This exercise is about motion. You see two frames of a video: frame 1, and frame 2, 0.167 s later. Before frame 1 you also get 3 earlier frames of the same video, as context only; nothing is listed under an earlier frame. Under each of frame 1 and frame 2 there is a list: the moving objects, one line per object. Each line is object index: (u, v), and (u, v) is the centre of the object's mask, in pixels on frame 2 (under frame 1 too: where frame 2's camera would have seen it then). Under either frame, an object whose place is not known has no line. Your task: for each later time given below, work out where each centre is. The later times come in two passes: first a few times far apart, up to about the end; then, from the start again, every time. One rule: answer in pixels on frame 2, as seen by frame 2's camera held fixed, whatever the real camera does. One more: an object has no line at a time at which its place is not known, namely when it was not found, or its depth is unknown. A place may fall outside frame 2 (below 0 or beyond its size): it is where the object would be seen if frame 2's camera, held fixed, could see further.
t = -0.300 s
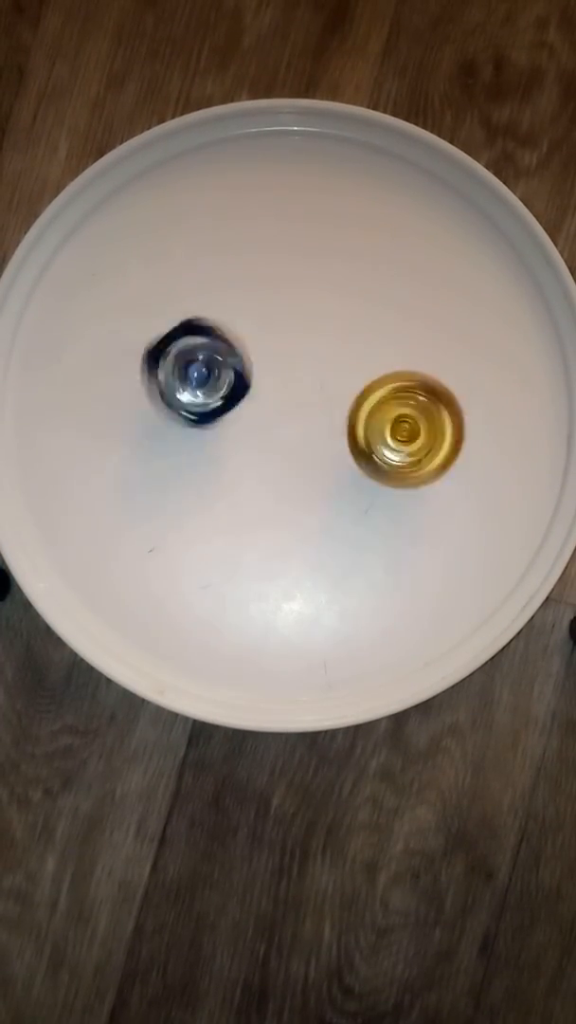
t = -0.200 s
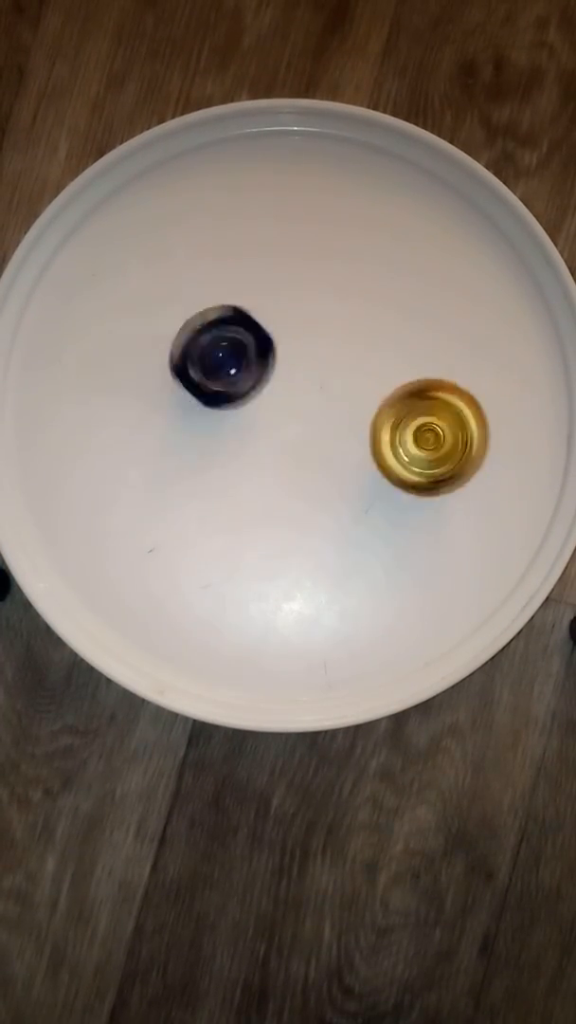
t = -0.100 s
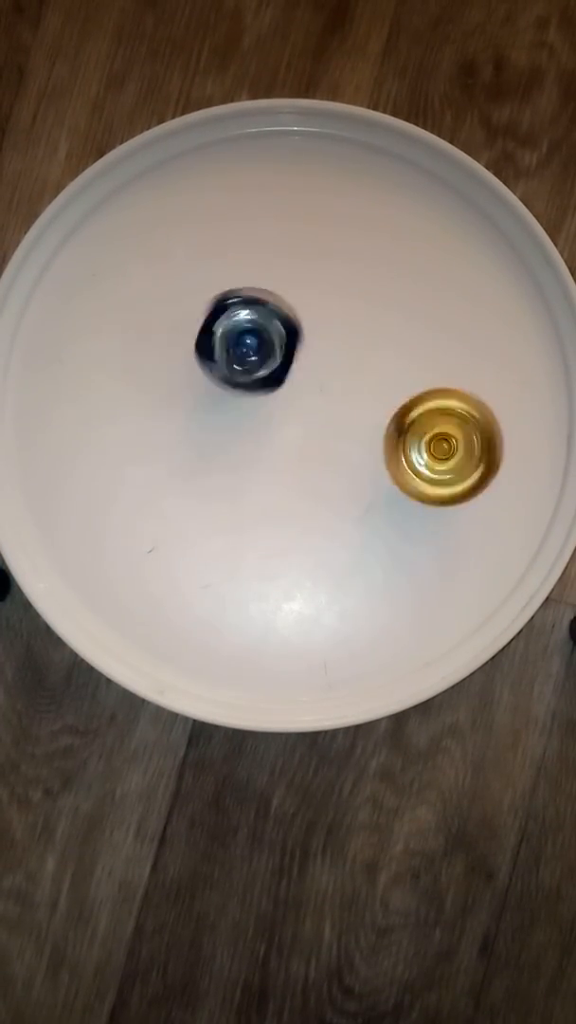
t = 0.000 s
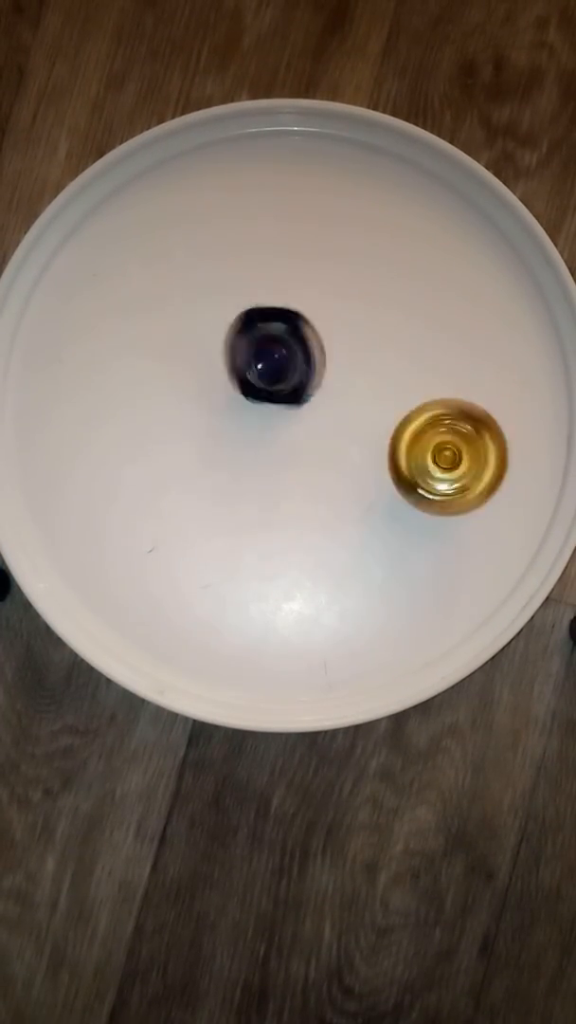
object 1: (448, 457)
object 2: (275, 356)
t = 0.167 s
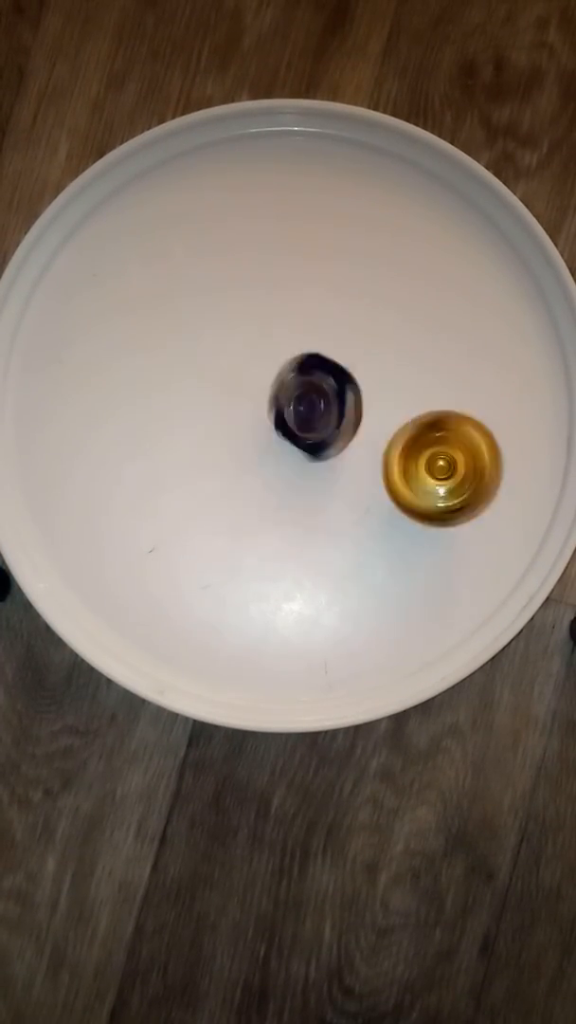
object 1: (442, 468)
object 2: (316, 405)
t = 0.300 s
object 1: (431, 477)
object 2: (316, 449)
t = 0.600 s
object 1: (372, 474)
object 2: (258, 441)
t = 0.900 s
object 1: (335, 451)
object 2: (259, 379)
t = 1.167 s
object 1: (327, 452)
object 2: (330, 339)
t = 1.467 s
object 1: (323, 445)
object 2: (330, 339)
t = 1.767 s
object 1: (330, 438)
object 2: (288, 359)
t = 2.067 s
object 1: (337, 441)
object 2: (299, 353)
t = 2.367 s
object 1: (334, 445)
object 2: (306, 349)
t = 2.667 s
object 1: (329, 439)
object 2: (304, 348)
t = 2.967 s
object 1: (334, 432)
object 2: (303, 347)
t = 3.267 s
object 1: (341, 434)
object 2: (304, 348)
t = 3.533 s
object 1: (336, 437)
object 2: (304, 349)
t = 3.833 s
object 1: (329, 433)
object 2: (304, 347)
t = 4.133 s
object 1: (332, 425)
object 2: (303, 345)
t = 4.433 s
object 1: (338, 427)
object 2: (303, 347)
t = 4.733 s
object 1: (332, 431)
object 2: (303, 347)
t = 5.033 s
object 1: (324, 427)
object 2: (303, 344)
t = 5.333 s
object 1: (325, 426)
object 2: (302, 344)
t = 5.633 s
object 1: (324, 431)
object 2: (303, 346)
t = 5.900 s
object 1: (317, 431)
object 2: (304, 345)
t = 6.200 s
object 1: (316, 426)
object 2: (303, 343)
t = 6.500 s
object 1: (314, 436)
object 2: (302, 346)
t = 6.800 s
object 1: (308, 440)
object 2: (303, 347)
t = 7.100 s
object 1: (305, 437)
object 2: (302, 345)
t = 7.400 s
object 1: (311, 436)
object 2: (302, 346)
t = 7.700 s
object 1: (313, 442)
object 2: (302, 347)
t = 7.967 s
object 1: (309, 442)
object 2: (303, 347)
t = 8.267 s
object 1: (312, 438)
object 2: (303, 346)
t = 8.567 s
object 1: (317, 440)
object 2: (302, 347)
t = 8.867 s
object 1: (314, 444)
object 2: (303, 348)
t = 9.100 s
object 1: (313, 440)
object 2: (302, 347)
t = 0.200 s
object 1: (439, 469)
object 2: (323, 414)
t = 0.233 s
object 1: (436, 471)
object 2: (328, 429)
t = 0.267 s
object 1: (433, 473)
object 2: (323, 442)
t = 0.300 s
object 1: (431, 477)
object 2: (316, 449)
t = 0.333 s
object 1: (427, 478)
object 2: (308, 453)
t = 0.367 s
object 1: (422, 479)
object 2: (303, 459)
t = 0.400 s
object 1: (417, 480)
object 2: (295, 466)
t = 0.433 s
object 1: (412, 481)
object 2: (285, 467)
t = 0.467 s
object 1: (405, 480)
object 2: (277, 461)
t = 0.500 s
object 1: (398, 480)
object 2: (271, 453)
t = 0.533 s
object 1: (389, 479)
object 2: (272, 445)
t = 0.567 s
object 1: (381, 477)
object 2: (270, 444)
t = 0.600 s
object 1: (372, 474)
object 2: (258, 441)
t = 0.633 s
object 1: (363, 472)
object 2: (251, 432)
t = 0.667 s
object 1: (354, 468)
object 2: (248, 423)
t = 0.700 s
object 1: (350, 466)
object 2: (244, 410)
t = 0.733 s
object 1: (346, 463)
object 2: (249, 398)
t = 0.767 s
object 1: (342, 460)
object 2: (253, 394)
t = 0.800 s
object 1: (339, 458)
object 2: (254, 389)
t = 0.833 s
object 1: (338, 453)
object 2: (254, 386)
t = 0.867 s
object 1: (337, 452)
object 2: (256, 383)
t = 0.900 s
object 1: (335, 451)
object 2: (259, 379)
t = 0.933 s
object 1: (334, 450)
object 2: (264, 374)
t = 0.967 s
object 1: (333, 451)
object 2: (272, 366)
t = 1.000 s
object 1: (331, 454)
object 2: (286, 357)
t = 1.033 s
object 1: (330, 453)
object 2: (301, 353)
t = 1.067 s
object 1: (330, 452)
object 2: (314, 348)
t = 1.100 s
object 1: (329, 454)
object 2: (322, 345)
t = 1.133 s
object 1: (328, 453)
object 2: (327, 342)
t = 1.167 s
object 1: (327, 452)
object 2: (330, 339)
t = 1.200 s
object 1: (327, 453)
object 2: (332, 337)
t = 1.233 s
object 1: (325, 452)
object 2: (332, 335)
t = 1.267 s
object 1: (325, 451)
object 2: (333, 334)
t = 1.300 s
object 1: (324, 451)
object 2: (333, 334)
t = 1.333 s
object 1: (324, 450)
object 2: (333, 334)
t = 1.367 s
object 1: (323, 448)
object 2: (333, 335)
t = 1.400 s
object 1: (323, 448)
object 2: (332, 336)
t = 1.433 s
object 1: (323, 446)
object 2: (331, 337)
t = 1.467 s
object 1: (323, 445)
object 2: (330, 339)
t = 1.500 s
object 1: (323, 445)
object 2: (328, 342)
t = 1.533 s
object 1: (324, 443)
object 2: (326, 343)
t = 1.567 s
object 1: (324, 442)
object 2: (322, 345)
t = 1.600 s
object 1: (324, 442)
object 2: (316, 347)
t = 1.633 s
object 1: (326, 441)
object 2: (307, 350)
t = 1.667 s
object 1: (327, 439)
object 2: (298, 354)
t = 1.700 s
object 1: (327, 440)
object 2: (292, 358)
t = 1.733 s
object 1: (329, 439)
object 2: (289, 359)
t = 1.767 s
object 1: (330, 438)
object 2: (288, 359)
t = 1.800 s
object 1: (331, 438)
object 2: (290, 359)
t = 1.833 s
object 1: (332, 439)
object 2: (293, 357)
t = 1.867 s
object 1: (333, 438)
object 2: (299, 354)
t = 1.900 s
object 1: (334, 439)
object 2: (306, 349)
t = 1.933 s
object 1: (335, 439)
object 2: (310, 347)
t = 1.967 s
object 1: (335, 439)
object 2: (310, 347)
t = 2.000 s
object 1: (336, 440)
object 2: (306, 349)
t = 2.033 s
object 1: (337, 441)
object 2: (301, 352)
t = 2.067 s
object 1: (337, 441)
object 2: (299, 353)
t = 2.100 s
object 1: (337, 442)
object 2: (299, 354)
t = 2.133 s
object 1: (338, 443)
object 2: (301, 353)
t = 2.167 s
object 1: (337, 443)
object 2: (305, 350)
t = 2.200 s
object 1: (337, 445)
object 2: (307, 349)
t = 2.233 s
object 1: (337, 445)
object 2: (306, 349)
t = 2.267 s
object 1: (336, 445)
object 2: (303, 351)
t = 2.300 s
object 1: (335, 446)
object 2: (302, 351)
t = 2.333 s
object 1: (335, 446)
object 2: (304, 350)
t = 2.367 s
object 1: (334, 445)
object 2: (306, 349)
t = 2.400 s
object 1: (333, 446)
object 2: (304, 350)
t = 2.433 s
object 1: (333, 445)
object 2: (304, 350)
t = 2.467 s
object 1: (332, 444)
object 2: (305, 350)
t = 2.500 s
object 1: (331, 444)
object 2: (305, 350)
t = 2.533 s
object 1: (331, 444)
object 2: (305, 349)
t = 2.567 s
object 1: (330, 442)
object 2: (304, 349)
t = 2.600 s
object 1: (330, 442)
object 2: (304, 349)
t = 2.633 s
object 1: (330, 441)
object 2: (305, 349)
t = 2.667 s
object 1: (329, 439)
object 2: (304, 348)
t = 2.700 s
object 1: (330, 438)
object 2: (304, 348)
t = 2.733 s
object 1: (330, 438)
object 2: (304, 348)
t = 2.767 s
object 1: (330, 436)
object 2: (304, 348)
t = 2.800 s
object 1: (331, 435)
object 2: (304, 348)
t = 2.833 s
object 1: (332, 435)
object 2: (304, 348)
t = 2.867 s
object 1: (332, 433)
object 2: (304, 347)
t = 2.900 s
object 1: (333, 433)
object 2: (304, 347)
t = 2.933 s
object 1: (334, 432)
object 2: (304, 347)
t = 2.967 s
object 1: (334, 432)
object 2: (303, 347)
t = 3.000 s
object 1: (335, 432)
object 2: (303, 347)
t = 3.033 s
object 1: (337, 431)
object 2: (303, 347)
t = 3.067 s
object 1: (337, 432)
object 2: (303, 348)
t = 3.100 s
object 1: (338, 432)
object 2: (303, 348)
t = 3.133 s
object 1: (339, 431)
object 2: (303, 348)
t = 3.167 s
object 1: (340, 432)
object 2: (304, 348)
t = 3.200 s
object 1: (340, 433)
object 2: (304, 348)
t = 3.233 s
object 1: (341, 432)
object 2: (304, 348)
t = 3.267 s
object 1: (341, 434)
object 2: (304, 348)
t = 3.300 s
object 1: (341, 435)
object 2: (304, 349)
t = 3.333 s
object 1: (340, 435)
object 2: (304, 349)
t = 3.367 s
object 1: (340, 436)
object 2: (304, 349)
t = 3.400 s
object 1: (340, 436)
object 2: (304, 349)
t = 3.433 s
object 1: (339, 436)
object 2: (304, 349)
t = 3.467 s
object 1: (338, 437)
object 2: (304, 349)
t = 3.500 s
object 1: (338, 437)
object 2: (304, 349)
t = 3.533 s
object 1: (336, 437)
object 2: (304, 349)
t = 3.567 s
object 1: (335, 437)
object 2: (304, 349)
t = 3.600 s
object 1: (334, 437)
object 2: (304, 349)
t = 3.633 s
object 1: (333, 437)
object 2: (304, 349)
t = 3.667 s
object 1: (332, 436)
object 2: (304, 348)
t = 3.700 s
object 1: (332, 435)
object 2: (304, 348)
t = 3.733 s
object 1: (330, 435)
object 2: (304, 348)
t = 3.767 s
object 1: (330, 434)
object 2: (304, 348)
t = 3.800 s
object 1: (330, 433)
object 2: (304, 347)
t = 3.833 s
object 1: (329, 433)
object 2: (304, 347)
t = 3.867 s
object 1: (329, 432)
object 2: (304, 347)
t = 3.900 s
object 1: (329, 430)
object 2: (303, 346)
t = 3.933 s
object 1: (329, 429)
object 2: (303, 346)
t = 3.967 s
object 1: (329, 429)
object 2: (303, 346)
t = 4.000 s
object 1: (329, 427)
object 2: (303, 345)
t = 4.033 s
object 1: (330, 427)
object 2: (303, 345)
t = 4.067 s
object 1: (330, 425)
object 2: (303, 345)
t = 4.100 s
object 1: (330, 425)
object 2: (302, 344)
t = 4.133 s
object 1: (332, 425)
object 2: (303, 345)
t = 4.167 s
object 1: (333, 424)
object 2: (302, 345)
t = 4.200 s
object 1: (333, 424)
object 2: (303, 345)
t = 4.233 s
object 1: (334, 425)
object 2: (302, 346)
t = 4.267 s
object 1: (335, 424)
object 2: (302, 345)
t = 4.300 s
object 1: (335, 425)
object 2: (302, 346)
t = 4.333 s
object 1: (336, 425)
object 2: (302, 346)
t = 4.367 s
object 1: (336, 425)
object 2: (302, 346)
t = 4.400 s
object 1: (337, 426)
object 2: (303, 347)
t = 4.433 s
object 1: (338, 427)
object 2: (303, 347)
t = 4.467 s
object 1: (337, 427)
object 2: (303, 347)
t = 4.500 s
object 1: (337, 428)
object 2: (303, 347)
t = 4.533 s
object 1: (337, 428)
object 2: (303, 347)
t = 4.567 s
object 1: (336, 429)
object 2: (303, 347)
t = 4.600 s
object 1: (336, 430)
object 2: (303, 348)
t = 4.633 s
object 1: (335, 430)
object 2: (303, 347)
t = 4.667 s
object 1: (334, 431)
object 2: (303, 348)
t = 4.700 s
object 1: (333, 431)
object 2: (303, 348)
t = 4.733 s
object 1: (332, 431)
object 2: (303, 347)
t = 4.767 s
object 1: (331, 432)
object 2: (303, 347)
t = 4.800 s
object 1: (330, 431)
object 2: (303, 347)
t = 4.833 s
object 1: (329, 431)
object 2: (303, 347)
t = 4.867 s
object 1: (328, 431)
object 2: (303, 347)
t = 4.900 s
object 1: (327, 430)
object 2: (303, 346)
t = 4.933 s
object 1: (326, 429)
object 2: (303, 346)
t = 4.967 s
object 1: (326, 429)
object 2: (303, 345)
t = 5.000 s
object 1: (325, 428)
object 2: (303, 345)
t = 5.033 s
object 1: (324, 427)
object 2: (303, 344)
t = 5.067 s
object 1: (324, 426)
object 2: (303, 344)
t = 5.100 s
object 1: (324, 426)
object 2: (303, 344)
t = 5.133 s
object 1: (324, 424)
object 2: (302, 343)
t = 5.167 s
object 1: (324, 423)
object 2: (302, 343)
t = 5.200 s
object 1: (323, 425)
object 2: (302, 344)
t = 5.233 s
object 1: (323, 425)
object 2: (302, 344)
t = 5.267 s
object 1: (323, 423)
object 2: (301, 343)
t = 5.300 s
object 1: (325, 424)
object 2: (301, 343)
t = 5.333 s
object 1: (325, 426)
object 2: (302, 344)
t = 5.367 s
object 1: (324, 426)
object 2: (302, 344)
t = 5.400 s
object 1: (325, 426)
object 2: (302, 344)
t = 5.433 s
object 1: (326, 426)
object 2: (302, 344)
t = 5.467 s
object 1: (325, 428)
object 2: (302, 345)
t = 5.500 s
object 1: (325, 429)
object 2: (302, 345)
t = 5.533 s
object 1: (325, 429)
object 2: (302, 346)
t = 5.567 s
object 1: (324, 430)
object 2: (302, 346)
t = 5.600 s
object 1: (324, 431)
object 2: (302, 346)
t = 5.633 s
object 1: (324, 431)
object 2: (303, 346)
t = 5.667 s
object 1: (323, 432)
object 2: (303, 346)
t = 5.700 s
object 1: (323, 431)
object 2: (303, 346)
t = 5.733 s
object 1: (321, 432)
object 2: (303, 346)
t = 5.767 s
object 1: (321, 432)
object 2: (303, 346)
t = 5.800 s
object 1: (320, 432)
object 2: (303, 346)
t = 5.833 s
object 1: (319, 432)
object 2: (303, 345)
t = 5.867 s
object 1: (318, 431)
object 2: (303, 345)
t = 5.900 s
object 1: (317, 431)
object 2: (304, 345)
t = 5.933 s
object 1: (317, 431)
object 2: (304, 345)
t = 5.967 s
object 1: (316, 430)
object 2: (303, 345)
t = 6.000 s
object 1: (316, 429)
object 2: (303, 344)
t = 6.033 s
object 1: (316, 428)
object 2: (303, 344)
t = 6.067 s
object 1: (315, 428)
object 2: (303, 344)
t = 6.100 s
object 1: (315, 428)
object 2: (304, 344)
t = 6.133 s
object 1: (316, 426)
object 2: (303, 343)
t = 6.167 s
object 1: (316, 426)
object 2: (303, 343)
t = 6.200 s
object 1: (316, 426)
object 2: (303, 343)
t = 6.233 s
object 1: (316, 426)
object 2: (304, 343)
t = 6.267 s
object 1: (316, 428)
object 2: (302, 343)
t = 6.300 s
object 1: (315, 429)
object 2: (302, 343)
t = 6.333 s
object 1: (315, 430)
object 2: (302, 344)
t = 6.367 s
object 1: (316, 433)
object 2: (302, 345)
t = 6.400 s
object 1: (315, 433)
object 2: (302, 345)
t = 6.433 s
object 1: (314, 433)
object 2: (302, 345)
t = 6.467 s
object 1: (315, 434)
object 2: (302, 345)
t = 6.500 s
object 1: (314, 436)
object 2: (302, 346)
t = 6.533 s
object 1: (313, 437)
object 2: (302, 346)
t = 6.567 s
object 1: (313, 438)
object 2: (303, 346)
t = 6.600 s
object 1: (313, 439)
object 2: (303, 346)
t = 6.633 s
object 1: (311, 440)
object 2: (303, 347)
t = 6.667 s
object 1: (310, 439)
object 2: (302, 346)
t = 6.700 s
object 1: (310, 440)
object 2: (303, 346)
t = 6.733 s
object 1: (308, 441)
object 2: (302, 348)
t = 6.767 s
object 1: (308, 440)
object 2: (303, 346)
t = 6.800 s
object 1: (308, 440)
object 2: (303, 347)
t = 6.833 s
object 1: (306, 441)
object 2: (302, 347)
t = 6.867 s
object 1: (307, 440)
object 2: (303, 347)
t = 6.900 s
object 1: (305, 439)
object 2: (302, 347)
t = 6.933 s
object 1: (305, 439)
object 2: (302, 346)
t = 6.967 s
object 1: (305, 438)
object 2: (302, 346)
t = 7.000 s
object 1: (304, 438)
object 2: (303, 346)
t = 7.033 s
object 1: (305, 438)
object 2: (303, 346)
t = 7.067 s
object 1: (305, 436)
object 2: (302, 346)
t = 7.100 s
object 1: (305, 437)
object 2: (302, 345)
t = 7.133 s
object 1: (306, 435)
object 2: (302, 345)
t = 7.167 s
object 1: (306, 435)
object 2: (302, 345)
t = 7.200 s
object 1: (308, 435)
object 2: (302, 345)
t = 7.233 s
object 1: (308, 435)
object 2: (302, 345)
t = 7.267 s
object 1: (308, 436)
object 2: (302, 345)
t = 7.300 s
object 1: (309, 436)
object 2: (302, 345)
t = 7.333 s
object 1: (310, 436)
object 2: (302, 345)
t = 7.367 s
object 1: (311, 436)
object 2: (302, 345)
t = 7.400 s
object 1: (311, 436)
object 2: (302, 346)
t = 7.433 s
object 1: (312, 437)
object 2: (302, 346)
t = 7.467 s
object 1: (313, 438)
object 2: (302, 347)
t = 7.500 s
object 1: (313, 439)
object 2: (302, 346)
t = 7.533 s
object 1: (314, 439)
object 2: (302, 347)
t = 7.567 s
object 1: (313, 440)
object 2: (302, 347)
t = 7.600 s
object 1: (314, 441)
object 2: (302, 347)
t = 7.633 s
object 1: (313, 441)
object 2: (302, 347)
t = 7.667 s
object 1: (313, 443)
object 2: (303, 347)
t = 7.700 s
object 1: (313, 442)
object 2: (302, 347)
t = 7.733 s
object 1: (312, 443)
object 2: (302, 348)
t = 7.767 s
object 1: (312, 444)
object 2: (303, 348)
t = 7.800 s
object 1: (311, 443)
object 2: (303, 348)
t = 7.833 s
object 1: (311, 444)
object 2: (303, 348)
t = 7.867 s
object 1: (310, 443)
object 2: (303, 347)
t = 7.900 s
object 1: (310, 443)
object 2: (303, 347)
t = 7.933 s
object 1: (310, 442)
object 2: (303, 347)
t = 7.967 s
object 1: (309, 442)
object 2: (303, 347)
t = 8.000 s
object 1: (309, 442)
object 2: (303, 347)
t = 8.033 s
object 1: (309, 441)
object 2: (303, 347)
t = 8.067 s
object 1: (309, 441)
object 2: (303, 347)
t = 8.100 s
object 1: (309, 439)
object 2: (303, 346)
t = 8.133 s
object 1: (309, 439)
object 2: (303, 346)
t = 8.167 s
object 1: (310, 438)
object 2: (303, 346)
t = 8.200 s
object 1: (310, 438)
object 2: (303, 346)
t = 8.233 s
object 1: (311, 438)
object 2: (303, 346)
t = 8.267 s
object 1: (312, 438)
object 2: (303, 346)
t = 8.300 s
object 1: (312, 438)
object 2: (302, 346)
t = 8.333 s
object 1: (313, 437)
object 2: (302, 346)
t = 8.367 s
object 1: (313, 437)
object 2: (302, 346)
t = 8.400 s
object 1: (315, 438)
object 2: (302, 346)
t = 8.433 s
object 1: (315, 437)
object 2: (302, 346)
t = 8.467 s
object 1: (316, 439)
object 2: (302, 347)
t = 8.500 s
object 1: (316, 439)
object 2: (302, 347)
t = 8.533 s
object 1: (316, 440)
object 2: (302, 347)
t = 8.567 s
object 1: (317, 440)
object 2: (302, 347)
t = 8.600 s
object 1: (316, 441)
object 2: (302, 347)
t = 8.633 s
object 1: (317, 441)
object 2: (302, 347)
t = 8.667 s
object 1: (317, 442)
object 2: (303, 347)
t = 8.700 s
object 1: (317, 443)
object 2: (302, 348)
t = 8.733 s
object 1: (316, 443)
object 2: (302, 348)
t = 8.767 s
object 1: (316, 444)
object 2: (302, 348)
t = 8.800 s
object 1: (315, 444)
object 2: (302, 348)
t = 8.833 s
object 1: (315, 444)
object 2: (303, 348)
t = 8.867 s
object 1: (314, 444)
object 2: (303, 348)
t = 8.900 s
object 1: (314, 443)
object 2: (303, 348)
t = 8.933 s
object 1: (314, 444)
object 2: (303, 348)
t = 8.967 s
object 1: (313, 443)
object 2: (302, 347)
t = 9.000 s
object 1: (313, 442)
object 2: (302, 347)
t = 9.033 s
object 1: (313, 442)
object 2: (302, 347)
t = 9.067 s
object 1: (313, 441)
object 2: (302, 347)
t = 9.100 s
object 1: (313, 440)
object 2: (302, 347)
